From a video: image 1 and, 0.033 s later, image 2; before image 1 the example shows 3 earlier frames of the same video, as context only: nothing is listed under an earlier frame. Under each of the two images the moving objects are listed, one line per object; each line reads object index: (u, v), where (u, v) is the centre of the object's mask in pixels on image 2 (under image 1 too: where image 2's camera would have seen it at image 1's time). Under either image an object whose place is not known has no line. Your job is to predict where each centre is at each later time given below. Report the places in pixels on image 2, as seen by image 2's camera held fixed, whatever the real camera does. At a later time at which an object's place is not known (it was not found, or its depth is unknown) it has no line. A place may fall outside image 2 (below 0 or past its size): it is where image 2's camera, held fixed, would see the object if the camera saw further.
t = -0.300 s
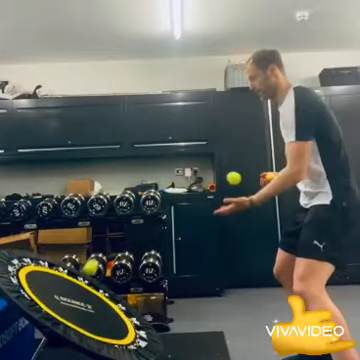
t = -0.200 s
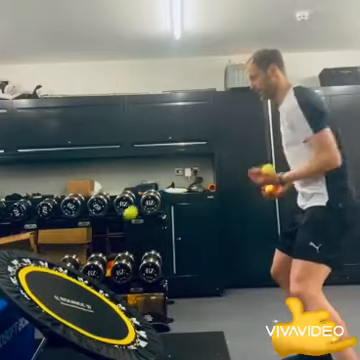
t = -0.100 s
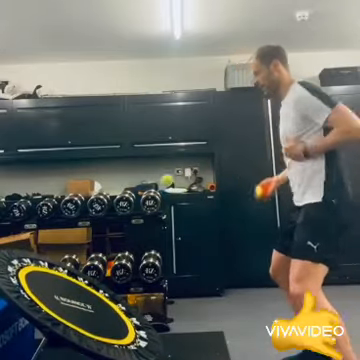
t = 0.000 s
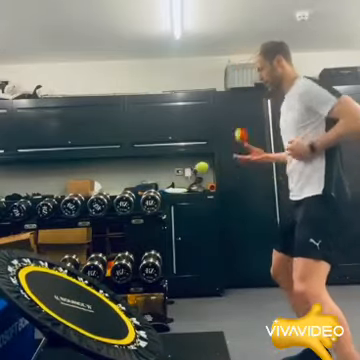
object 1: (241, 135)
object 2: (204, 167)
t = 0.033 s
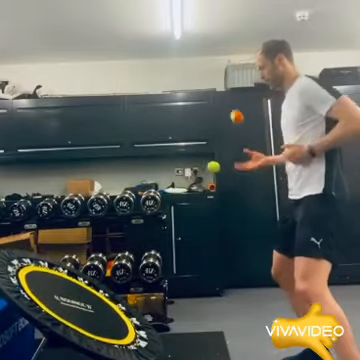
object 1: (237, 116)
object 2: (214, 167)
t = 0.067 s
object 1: (232, 100)
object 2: (225, 169)
